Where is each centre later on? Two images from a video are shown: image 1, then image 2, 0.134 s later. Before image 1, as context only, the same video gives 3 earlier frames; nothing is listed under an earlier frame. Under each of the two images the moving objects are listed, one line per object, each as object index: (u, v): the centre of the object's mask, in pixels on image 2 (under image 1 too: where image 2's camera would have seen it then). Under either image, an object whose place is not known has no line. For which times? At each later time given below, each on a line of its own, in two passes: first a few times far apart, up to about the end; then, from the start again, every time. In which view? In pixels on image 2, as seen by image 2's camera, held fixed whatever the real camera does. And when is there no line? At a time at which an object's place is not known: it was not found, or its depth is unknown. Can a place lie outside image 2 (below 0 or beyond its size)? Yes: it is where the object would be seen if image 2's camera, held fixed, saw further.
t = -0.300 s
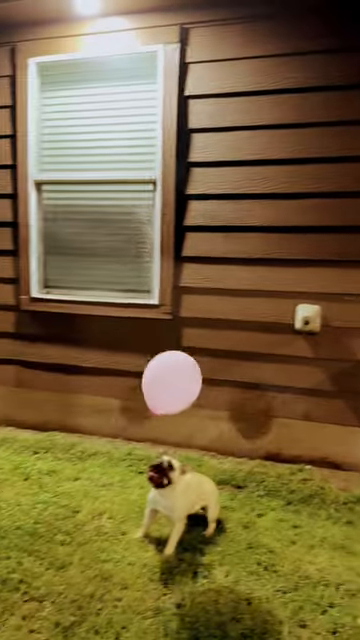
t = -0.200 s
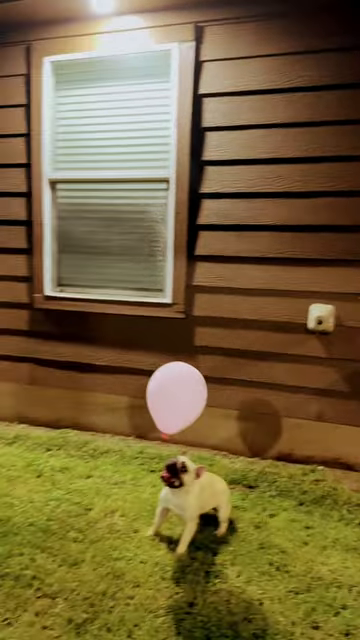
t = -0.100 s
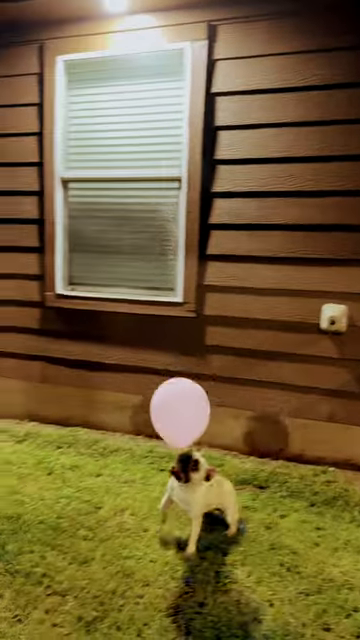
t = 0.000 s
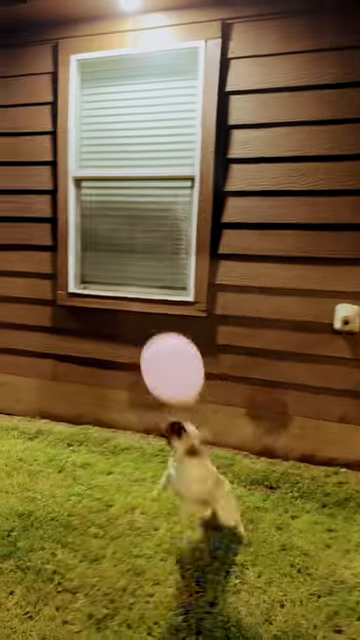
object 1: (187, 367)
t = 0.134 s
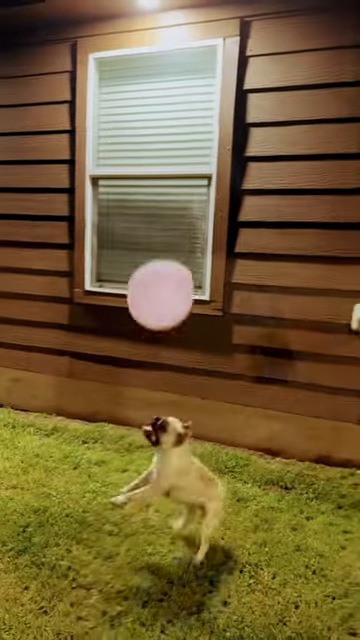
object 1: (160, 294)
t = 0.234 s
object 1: (144, 250)
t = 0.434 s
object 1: (117, 189)
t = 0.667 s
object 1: (92, 154)
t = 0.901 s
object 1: (77, 153)
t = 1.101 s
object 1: (67, 168)
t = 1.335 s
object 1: (62, 201)
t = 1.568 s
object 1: (62, 247)
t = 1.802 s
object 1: (60, 311)
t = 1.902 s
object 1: (59, 341)
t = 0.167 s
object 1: (155, 279)
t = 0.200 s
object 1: (150, 263)
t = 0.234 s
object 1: (144, 250)
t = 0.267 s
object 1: (139, 237)
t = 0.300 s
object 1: (134, 225)
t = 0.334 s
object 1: (130, 215)
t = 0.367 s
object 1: (125, 205)
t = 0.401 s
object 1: (121, 197)
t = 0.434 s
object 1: (117, 189)
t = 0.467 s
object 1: (113, 181)
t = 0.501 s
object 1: (109, 175)
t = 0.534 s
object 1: (105, 169)
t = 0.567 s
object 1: (101, 164)
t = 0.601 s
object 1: (99, 160)
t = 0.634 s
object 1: (95, 157)
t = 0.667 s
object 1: (92, 154)
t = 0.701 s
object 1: (89, 151)
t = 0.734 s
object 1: (86, 150)
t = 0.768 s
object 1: (84, 149)
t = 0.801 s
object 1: (82, 149)
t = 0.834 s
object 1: (80, 150)
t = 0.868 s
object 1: (79, 151)
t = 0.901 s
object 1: (77, 153)
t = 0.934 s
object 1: (76, 154)
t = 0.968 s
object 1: (73, 156)
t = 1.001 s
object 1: (72, 158)
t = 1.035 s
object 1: (71, 161)
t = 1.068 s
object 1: (69, 165)
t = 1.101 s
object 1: (67, 168)
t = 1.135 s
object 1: (66, 173)
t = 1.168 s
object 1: (66, 177)
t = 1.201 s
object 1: (64, 181)
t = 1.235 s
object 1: (65, 186)
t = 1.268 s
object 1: (64, 191)
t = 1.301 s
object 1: (63, 196)
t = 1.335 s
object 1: (62, 201)
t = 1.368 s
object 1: (62, 207)
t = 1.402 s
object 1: (61, 213)
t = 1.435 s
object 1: (62, 219)
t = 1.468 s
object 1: (60, 226)
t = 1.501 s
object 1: (61, 232)
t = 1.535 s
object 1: (62, 239)
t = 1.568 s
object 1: (62, 247)
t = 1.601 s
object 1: (61, 255)
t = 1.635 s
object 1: (61, 264)
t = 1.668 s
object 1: (61, 273)
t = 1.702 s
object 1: (61, 282)
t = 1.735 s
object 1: (60, 291)
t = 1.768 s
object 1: (60, 301)
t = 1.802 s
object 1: (60, 311)
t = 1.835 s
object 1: (60, 320)
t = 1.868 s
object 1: (60, 331)
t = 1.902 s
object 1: (59, 341)
